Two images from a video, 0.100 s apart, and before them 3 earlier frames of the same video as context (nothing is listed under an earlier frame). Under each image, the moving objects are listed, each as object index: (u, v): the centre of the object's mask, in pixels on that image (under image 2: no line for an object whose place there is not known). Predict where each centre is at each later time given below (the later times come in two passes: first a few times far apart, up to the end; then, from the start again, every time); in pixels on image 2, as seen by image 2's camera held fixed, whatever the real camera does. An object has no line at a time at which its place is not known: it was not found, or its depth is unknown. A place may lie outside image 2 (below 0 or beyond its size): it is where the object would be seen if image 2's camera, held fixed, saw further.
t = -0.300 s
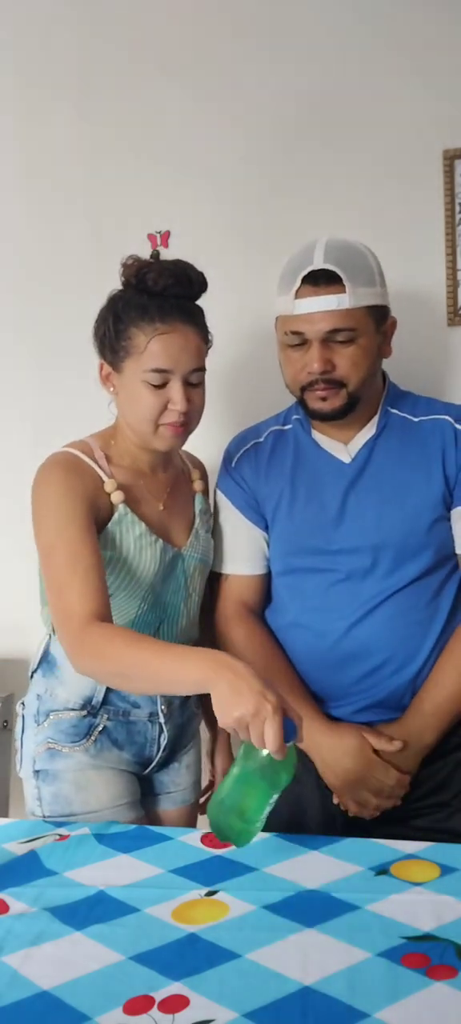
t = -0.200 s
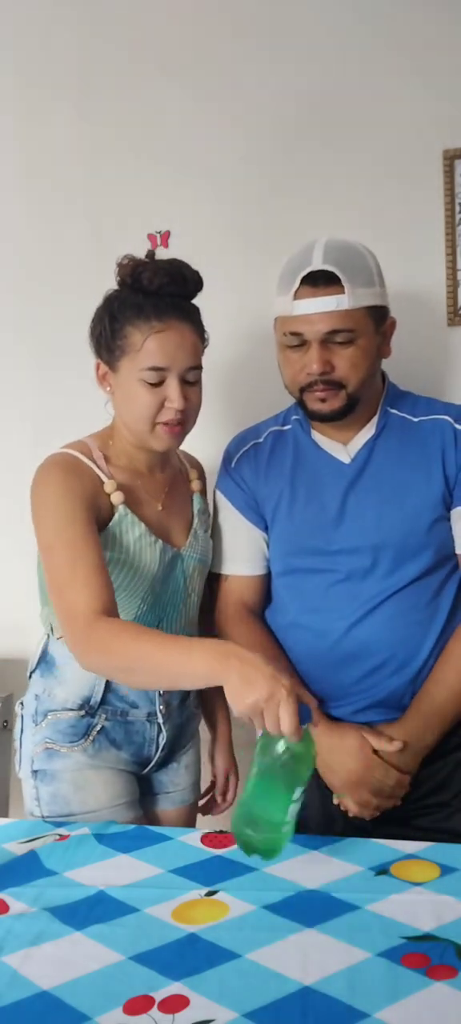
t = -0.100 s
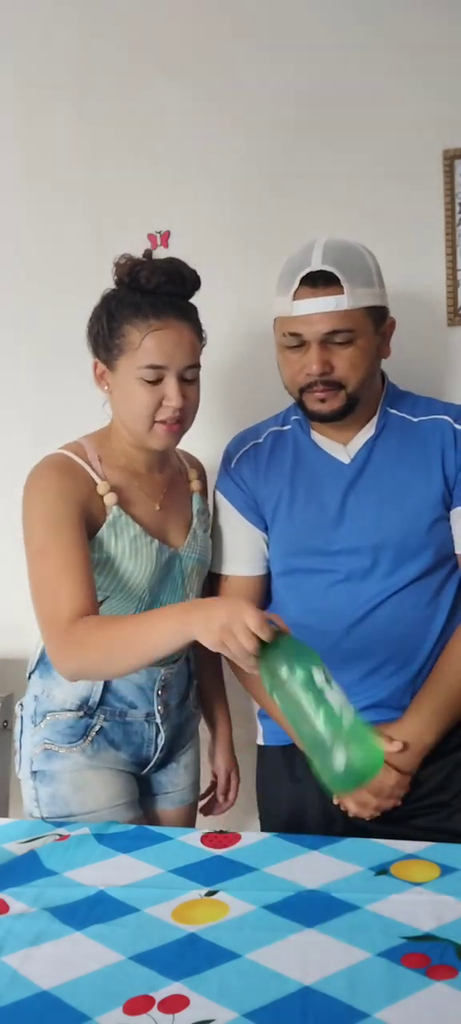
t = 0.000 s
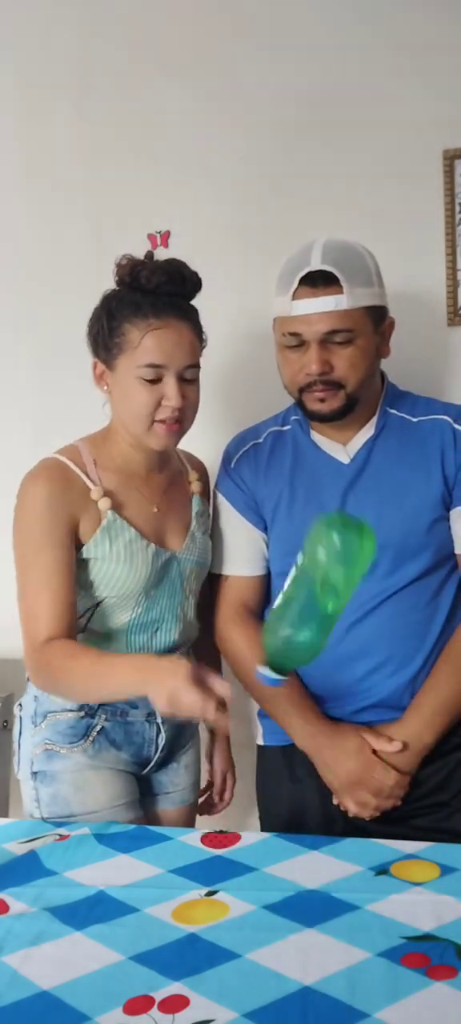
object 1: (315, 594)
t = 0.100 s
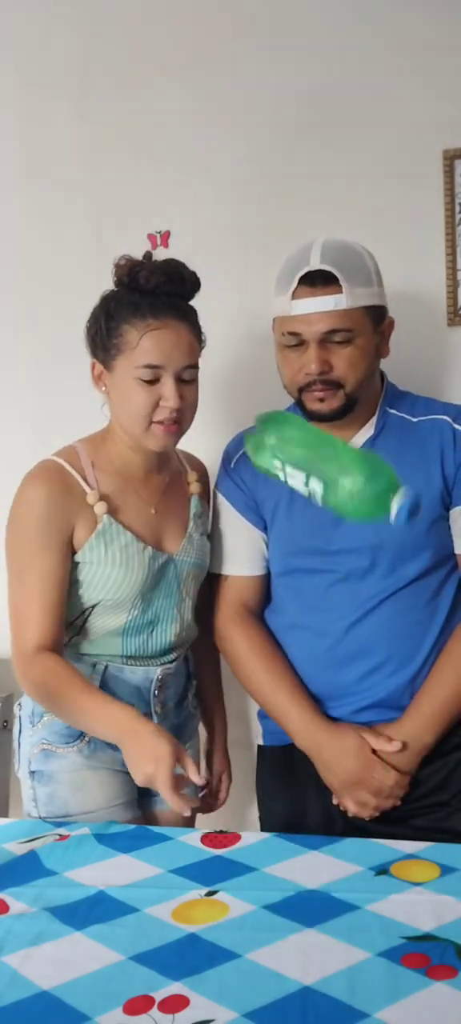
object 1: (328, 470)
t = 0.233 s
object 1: (298, 451)
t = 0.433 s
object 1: (258, 749)
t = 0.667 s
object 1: (188, 889)
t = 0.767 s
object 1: (180, 885)
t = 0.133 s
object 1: (321, 445)
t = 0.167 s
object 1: (313, 436)
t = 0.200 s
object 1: (305, 438)
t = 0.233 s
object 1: (298, 451)
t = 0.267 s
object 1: (290, 474)
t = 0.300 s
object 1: (282, 509)
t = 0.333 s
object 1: (274, 556)
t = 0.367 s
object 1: (268, 612)
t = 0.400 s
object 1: (263, 679)
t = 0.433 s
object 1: (258, 749)
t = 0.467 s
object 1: (254, 834)
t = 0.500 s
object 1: (242, 858)
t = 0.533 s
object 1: (226, 861)
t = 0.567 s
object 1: (214, 866)
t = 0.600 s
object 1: (205, 877)
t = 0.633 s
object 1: (197, 891)
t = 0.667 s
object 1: (188, 889)
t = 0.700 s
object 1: (182, 886)
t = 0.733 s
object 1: (179, 885)
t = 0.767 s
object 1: (180, 885)
